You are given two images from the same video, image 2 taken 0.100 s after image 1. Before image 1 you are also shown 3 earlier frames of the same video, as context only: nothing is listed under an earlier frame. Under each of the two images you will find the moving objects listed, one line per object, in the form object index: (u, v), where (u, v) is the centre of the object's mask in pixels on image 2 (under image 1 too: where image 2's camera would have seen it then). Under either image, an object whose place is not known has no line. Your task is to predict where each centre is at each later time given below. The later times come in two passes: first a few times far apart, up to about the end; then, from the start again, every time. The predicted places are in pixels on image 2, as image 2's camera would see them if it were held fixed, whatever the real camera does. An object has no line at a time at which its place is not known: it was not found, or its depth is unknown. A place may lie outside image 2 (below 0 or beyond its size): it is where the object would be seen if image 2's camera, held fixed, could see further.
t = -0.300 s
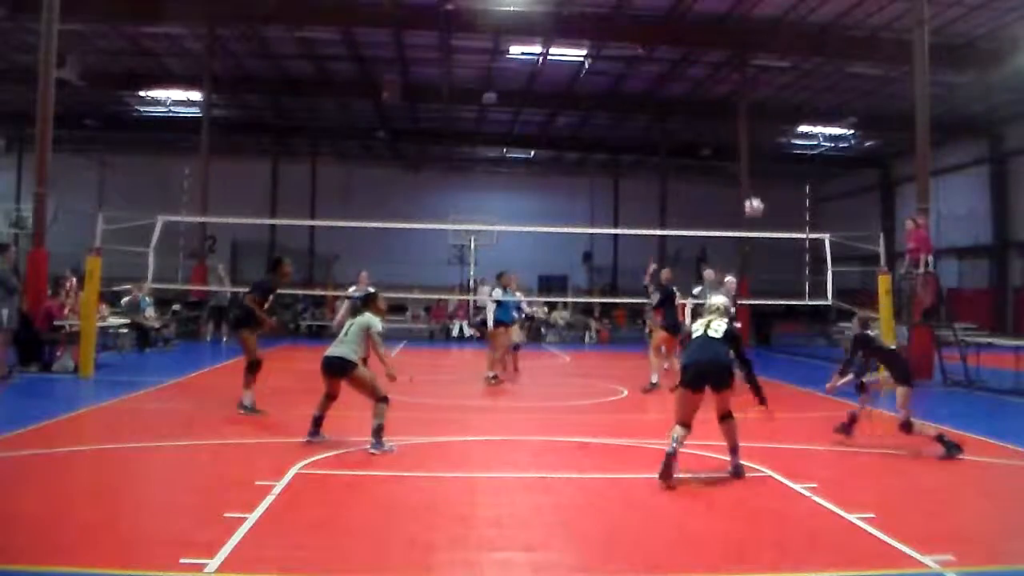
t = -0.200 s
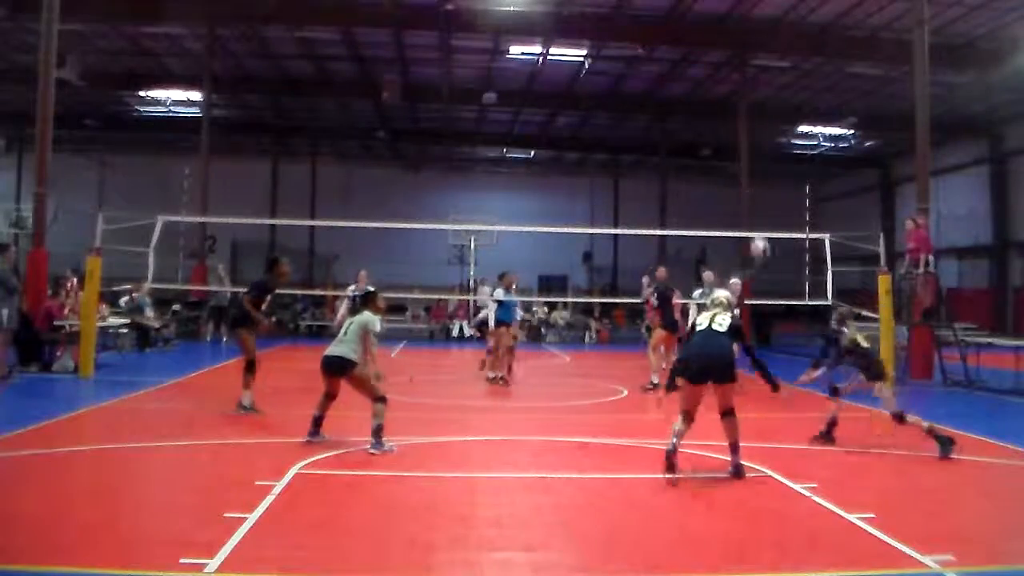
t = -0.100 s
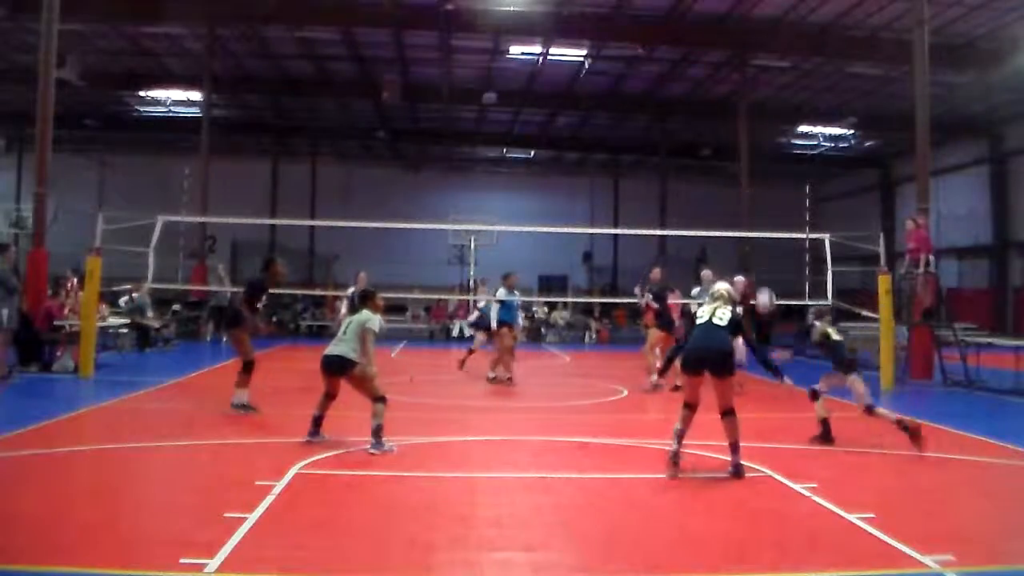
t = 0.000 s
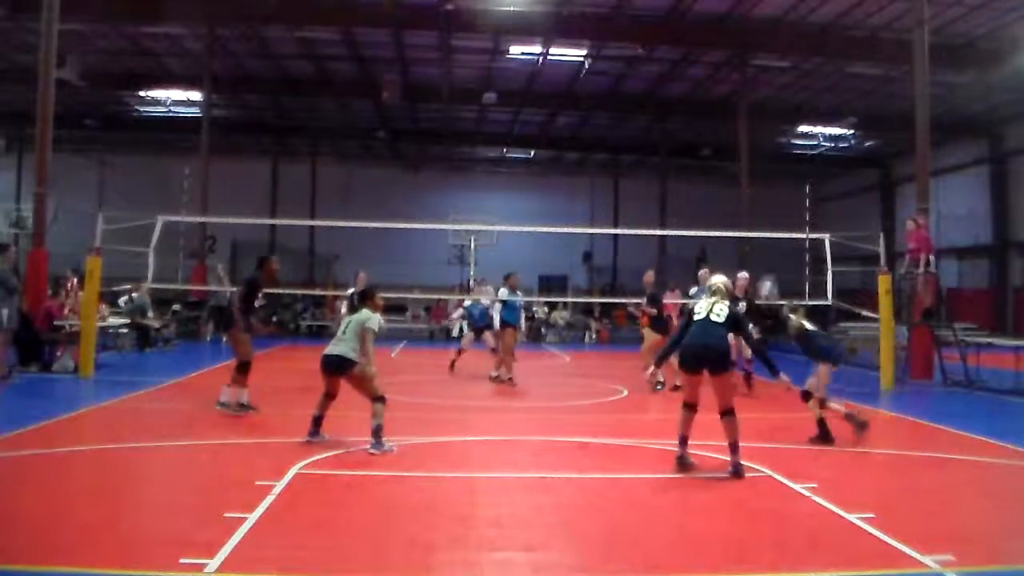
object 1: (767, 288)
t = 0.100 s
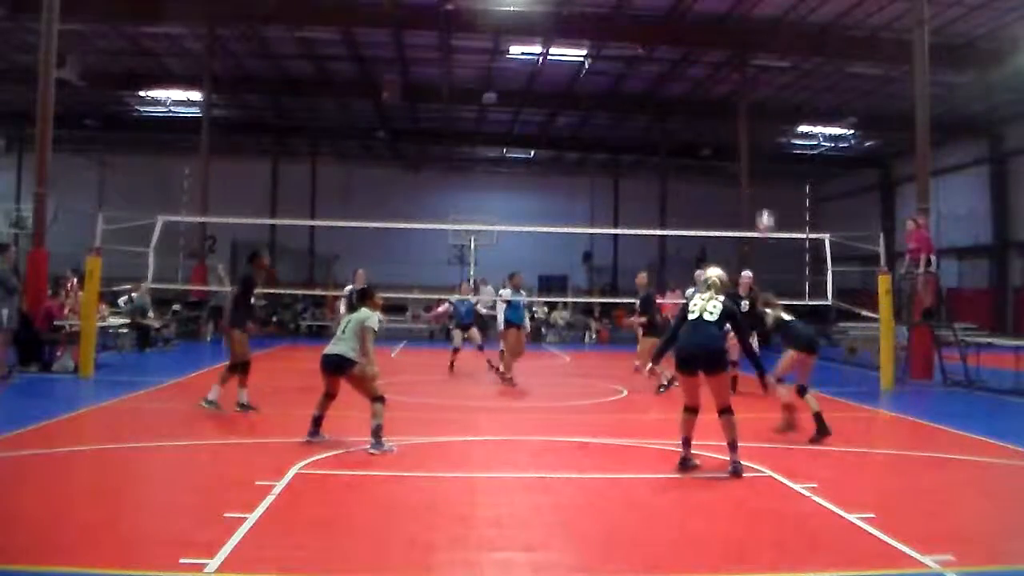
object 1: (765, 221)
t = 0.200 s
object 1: (764, 167)
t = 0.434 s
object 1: (761, 80)
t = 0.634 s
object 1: (759, 48)
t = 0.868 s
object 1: (758, 51)
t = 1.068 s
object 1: (758, 85)
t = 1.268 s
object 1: (757, 146)
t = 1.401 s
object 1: (756, 202)
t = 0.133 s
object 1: (765, 203)
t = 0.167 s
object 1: (764, 183)
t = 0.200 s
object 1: (764, 167)
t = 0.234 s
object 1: (764, 149)
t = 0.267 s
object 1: (763, 137)
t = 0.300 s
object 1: (763, 123)
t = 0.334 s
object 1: (762, 110)
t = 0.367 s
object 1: (761, 100)
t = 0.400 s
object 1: (762, 90)
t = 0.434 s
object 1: (761, 80)
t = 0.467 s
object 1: (761, 73)
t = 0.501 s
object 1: (760, 66)
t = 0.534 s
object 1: (759, 61)
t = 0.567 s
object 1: (759, 54)
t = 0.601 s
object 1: (759, 53)
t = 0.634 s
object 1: (759, 48)
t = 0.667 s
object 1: (759, 46)
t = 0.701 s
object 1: (758, 45)
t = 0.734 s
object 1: (759, 44)
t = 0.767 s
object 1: (758, 45)
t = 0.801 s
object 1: (758, 45)
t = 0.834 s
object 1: (758, 47)
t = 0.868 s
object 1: (758, 51)
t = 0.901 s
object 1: (758, 54)
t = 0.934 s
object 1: (758, 58)
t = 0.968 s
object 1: (758, 64)
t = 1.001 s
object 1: (758, 70)
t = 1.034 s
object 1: (758, 77)
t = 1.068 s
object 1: (758, 85)
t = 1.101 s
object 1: (758, 93)
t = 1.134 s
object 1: (758, 102)
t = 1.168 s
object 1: (758, 113)
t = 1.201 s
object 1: (757, 123)
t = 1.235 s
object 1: (757, 134)
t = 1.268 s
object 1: (757, 146)
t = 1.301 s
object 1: (757, 160)
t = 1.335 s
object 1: (757, 172)
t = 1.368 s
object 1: (757, 188)
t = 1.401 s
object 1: (756, 202)
